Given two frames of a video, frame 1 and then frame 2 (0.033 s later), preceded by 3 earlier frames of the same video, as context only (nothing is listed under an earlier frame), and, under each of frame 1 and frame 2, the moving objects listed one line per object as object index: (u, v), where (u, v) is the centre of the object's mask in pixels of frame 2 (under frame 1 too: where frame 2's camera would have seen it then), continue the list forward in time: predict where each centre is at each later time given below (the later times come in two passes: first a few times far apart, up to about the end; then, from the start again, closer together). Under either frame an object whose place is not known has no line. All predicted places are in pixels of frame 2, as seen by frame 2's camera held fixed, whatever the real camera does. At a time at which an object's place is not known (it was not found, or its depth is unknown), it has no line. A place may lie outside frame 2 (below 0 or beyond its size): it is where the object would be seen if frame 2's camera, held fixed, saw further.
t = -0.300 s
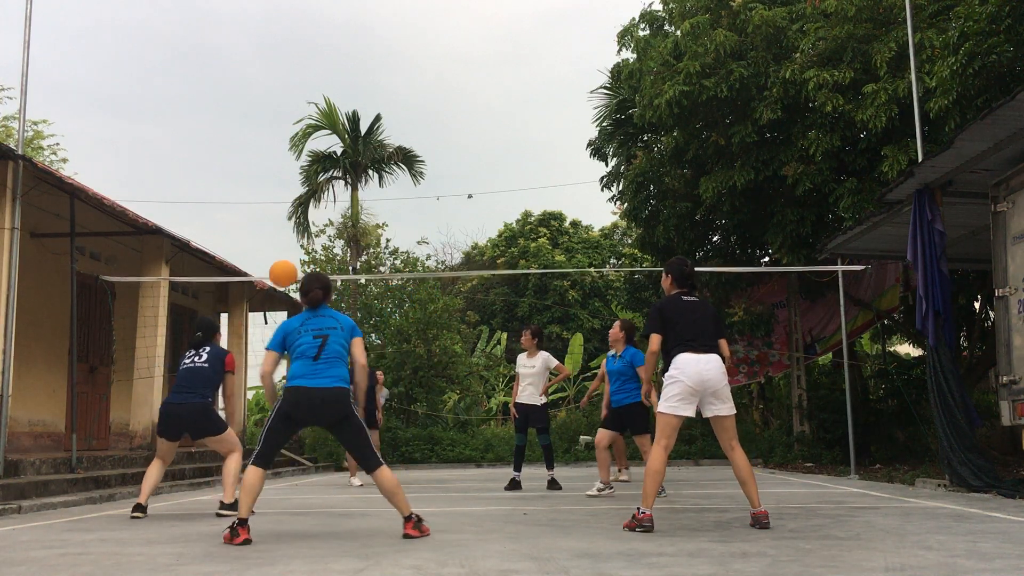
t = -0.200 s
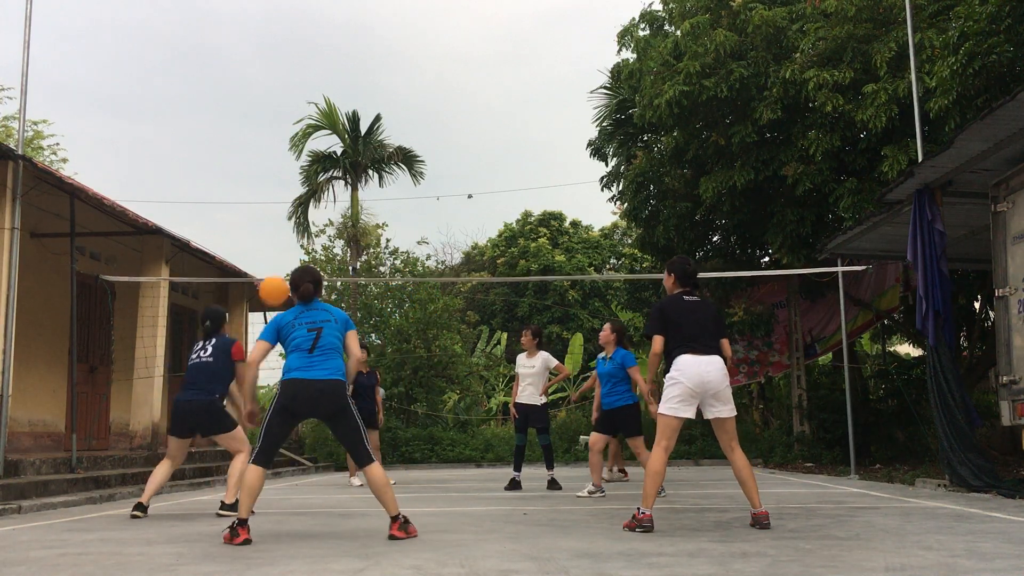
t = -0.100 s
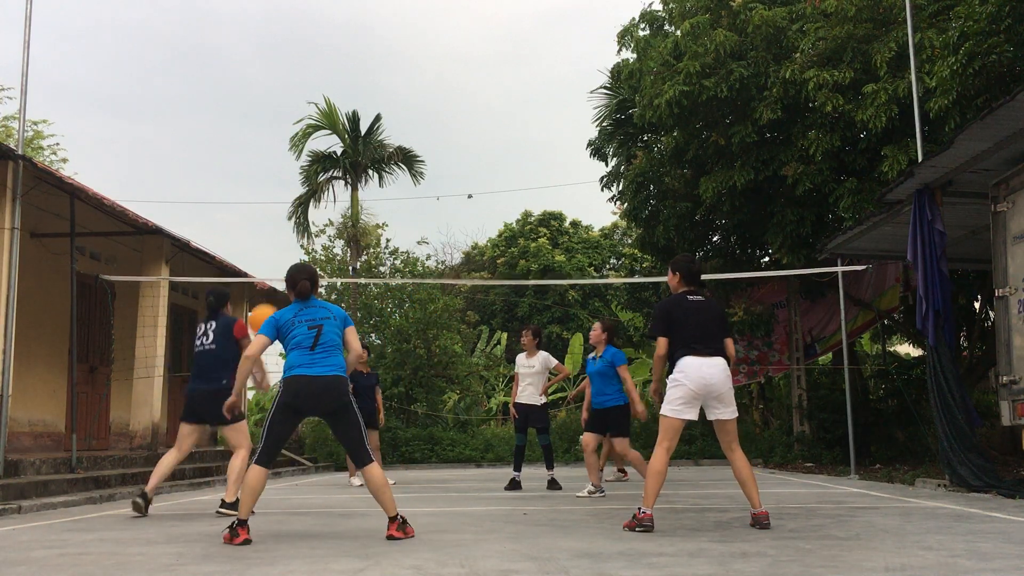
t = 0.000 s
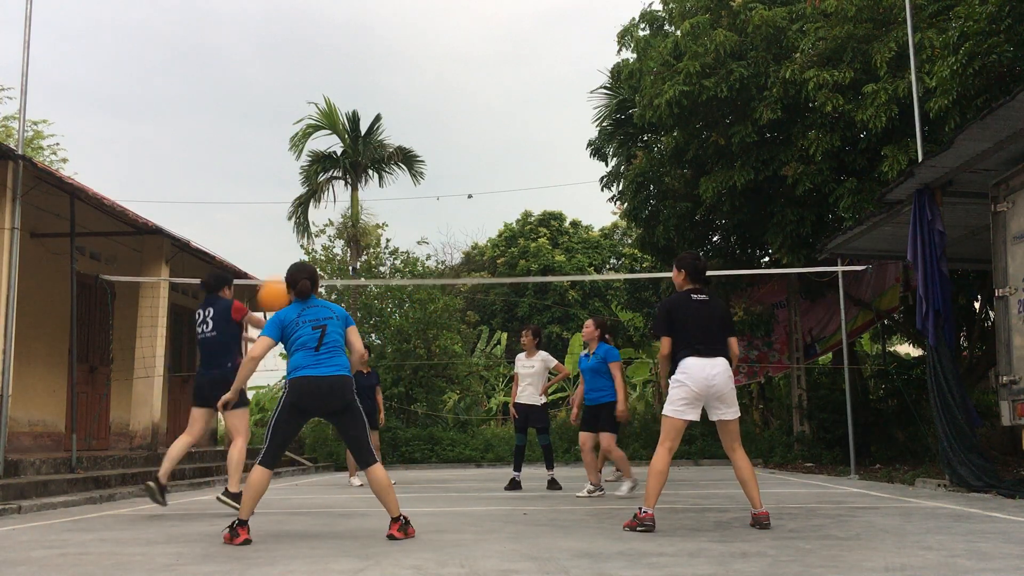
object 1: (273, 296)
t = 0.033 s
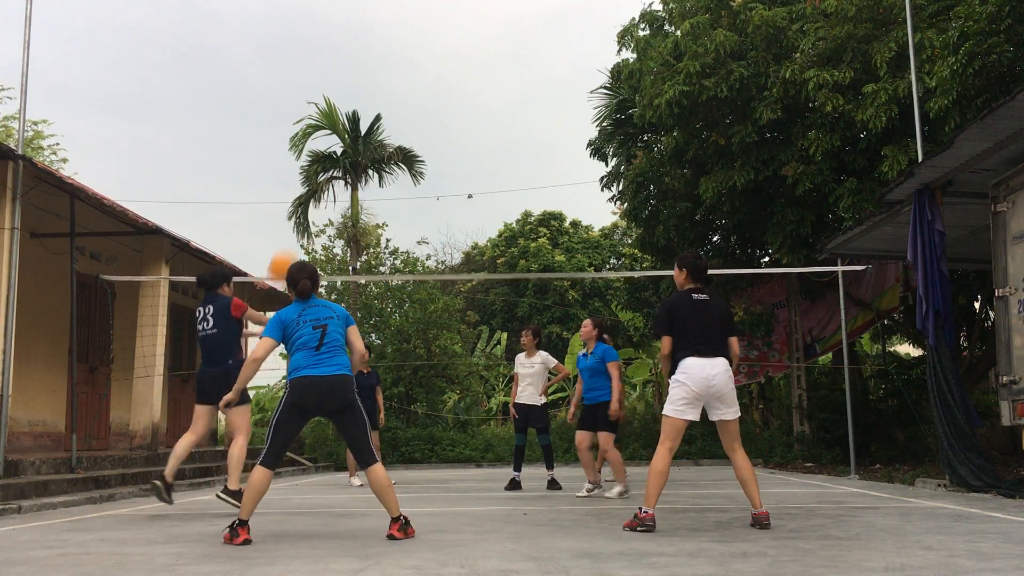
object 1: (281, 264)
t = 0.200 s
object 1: (328, 164)
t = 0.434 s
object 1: (383, 85)
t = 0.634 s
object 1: (424, 69)
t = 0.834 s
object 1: (464, 95)
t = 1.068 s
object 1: (506, 175)
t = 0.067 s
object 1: (293, 243)
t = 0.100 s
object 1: (303, 221)
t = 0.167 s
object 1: (320, 180)
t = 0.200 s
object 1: (328, 164)
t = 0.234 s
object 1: (338, 147)
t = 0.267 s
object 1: (346, 133)
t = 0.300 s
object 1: (353, 121)
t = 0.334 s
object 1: (361, 110)
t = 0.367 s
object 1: (369, 100)
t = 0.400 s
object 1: (376, 92)
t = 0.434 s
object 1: (383, 85)
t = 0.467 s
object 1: (390, 79)
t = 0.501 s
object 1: (397, 75)
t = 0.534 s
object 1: (404, 72)
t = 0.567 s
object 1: (410, 70)
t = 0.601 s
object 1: (417, 69)
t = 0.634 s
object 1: (424, 69)
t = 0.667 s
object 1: (431, 71)
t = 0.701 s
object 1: (438, 73)
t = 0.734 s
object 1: (444, 77)
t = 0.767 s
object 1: (451, 82)
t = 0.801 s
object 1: (457, 88)
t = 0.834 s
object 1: (464, 95)
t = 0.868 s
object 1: (470, 103)
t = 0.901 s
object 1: (476, 113)
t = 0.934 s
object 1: (482, 123)
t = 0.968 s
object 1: (488, 135)
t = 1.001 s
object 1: (494, 147)
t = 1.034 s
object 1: (500, 161)
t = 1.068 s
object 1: (506, 175)
